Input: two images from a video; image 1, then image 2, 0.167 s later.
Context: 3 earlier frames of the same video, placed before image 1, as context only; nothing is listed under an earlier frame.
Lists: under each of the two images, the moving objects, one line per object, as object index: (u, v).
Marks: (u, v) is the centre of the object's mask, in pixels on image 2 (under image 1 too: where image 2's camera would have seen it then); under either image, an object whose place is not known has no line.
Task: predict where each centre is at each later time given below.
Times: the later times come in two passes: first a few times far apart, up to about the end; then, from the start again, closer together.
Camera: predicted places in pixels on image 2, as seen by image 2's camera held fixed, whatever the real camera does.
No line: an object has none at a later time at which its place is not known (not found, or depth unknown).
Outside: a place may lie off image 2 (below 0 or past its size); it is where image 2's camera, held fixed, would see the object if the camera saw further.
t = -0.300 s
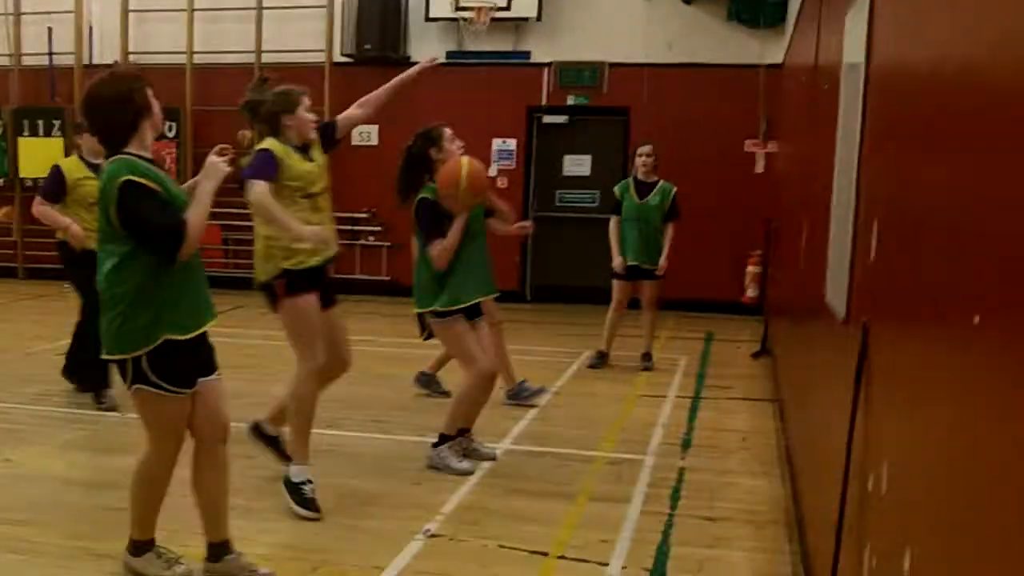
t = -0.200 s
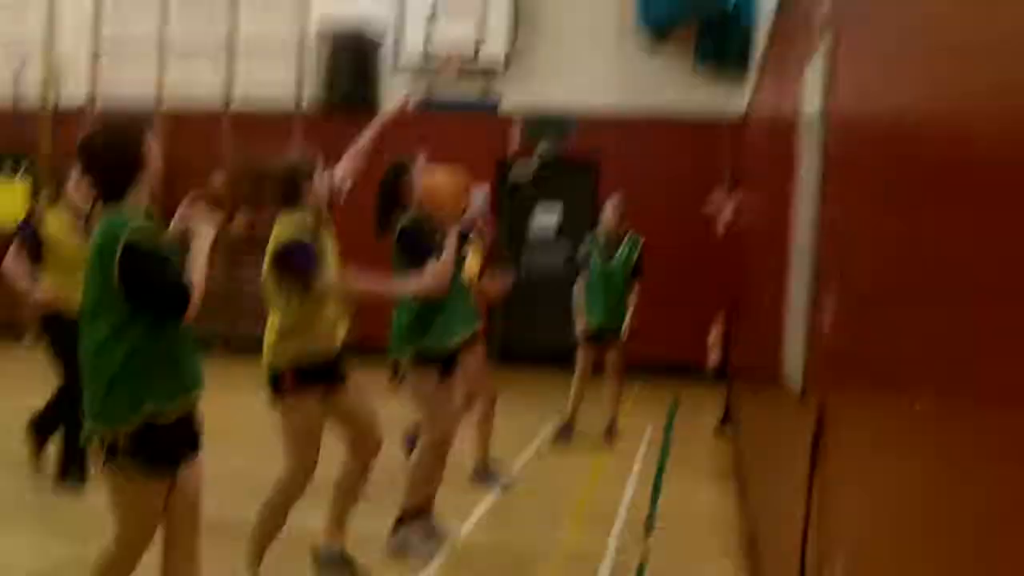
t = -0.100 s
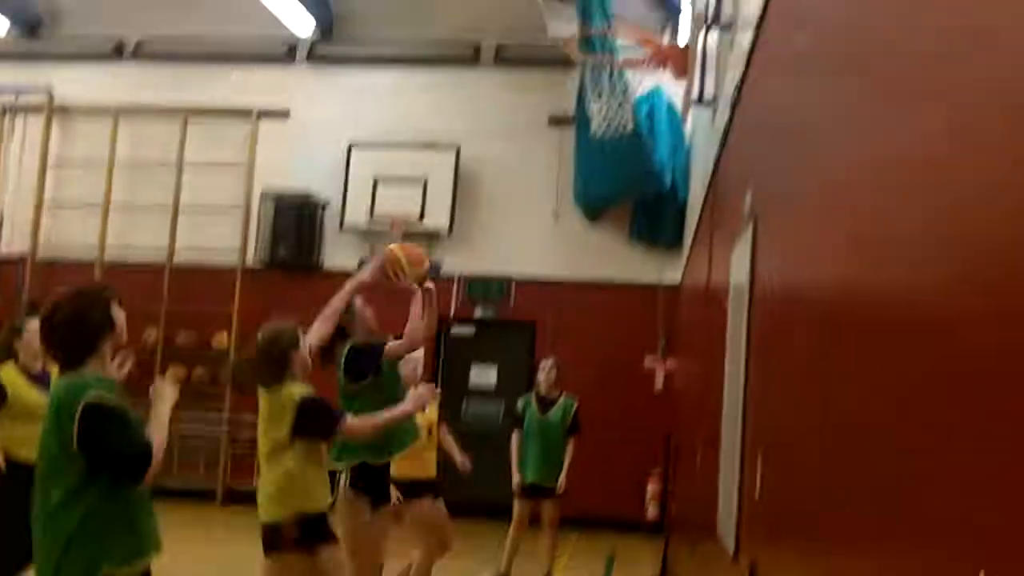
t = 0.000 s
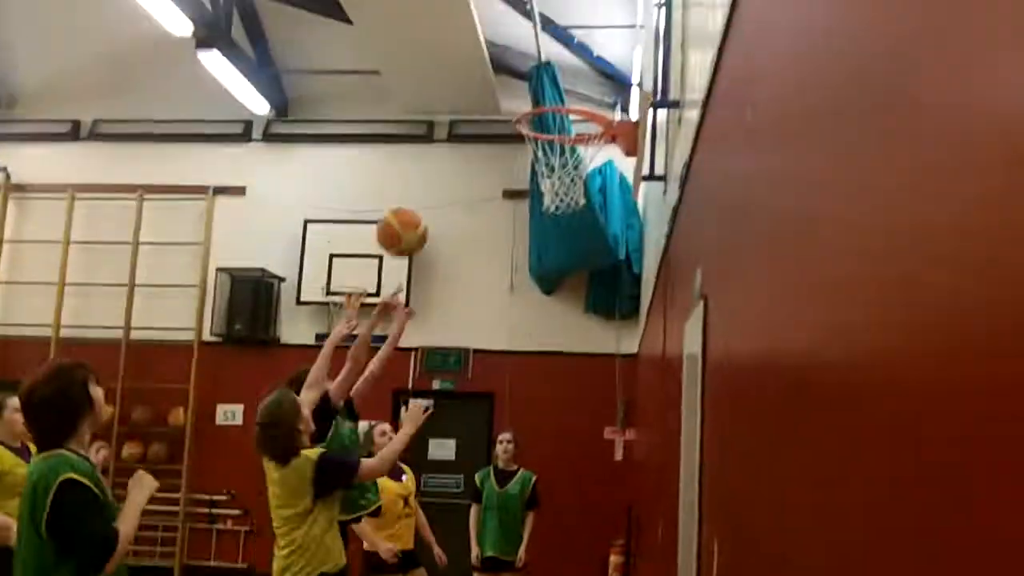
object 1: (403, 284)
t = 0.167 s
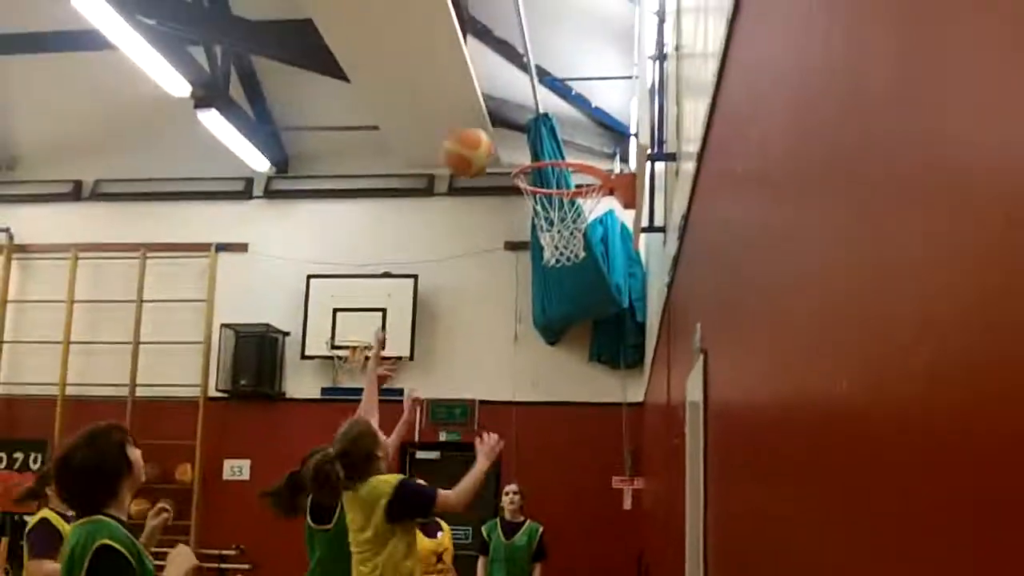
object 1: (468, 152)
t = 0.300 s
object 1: (515, 87)
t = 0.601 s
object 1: (608, 66)
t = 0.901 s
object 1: (554, 179)
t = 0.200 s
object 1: (480, 134)
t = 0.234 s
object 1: (491, 116)
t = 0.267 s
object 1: (504, 101)
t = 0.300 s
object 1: (515, 87)
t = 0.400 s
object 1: (549, 62)
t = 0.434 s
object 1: (560, 57)
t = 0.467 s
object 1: (571, 56)
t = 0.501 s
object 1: (583, 56)
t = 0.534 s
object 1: (594, 59)
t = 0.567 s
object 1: (606, 61)
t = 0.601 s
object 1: (608, 66)
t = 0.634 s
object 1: (598, 73)
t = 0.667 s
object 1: (588, 82)
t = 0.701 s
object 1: (578, 93)
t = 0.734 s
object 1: (569, 106)
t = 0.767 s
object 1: (562, 120)
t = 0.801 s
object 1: (551, 137)
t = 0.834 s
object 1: (543, 157)
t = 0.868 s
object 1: (543, 171)
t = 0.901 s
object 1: (554, 179)
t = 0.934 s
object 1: (567, 190)
